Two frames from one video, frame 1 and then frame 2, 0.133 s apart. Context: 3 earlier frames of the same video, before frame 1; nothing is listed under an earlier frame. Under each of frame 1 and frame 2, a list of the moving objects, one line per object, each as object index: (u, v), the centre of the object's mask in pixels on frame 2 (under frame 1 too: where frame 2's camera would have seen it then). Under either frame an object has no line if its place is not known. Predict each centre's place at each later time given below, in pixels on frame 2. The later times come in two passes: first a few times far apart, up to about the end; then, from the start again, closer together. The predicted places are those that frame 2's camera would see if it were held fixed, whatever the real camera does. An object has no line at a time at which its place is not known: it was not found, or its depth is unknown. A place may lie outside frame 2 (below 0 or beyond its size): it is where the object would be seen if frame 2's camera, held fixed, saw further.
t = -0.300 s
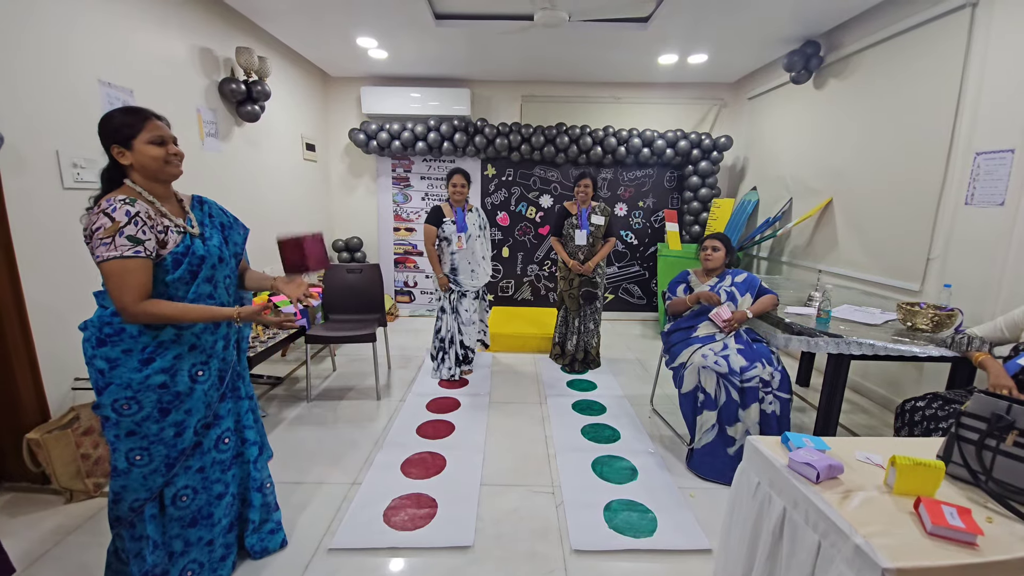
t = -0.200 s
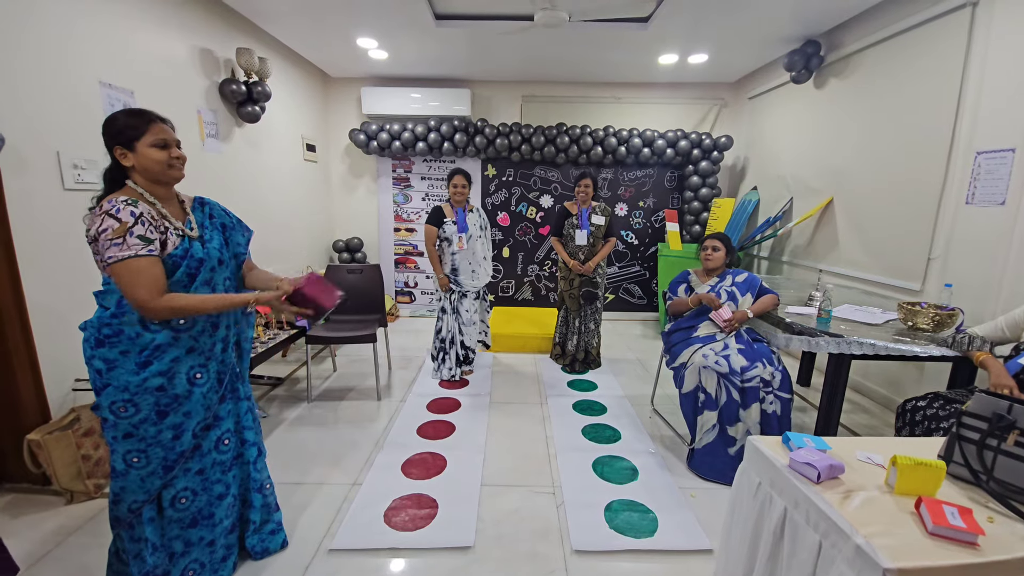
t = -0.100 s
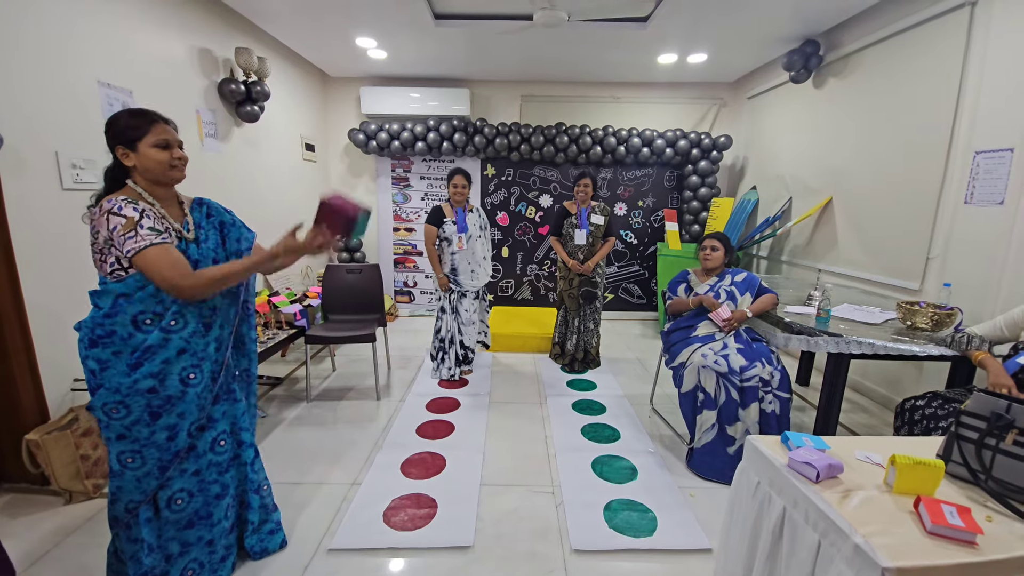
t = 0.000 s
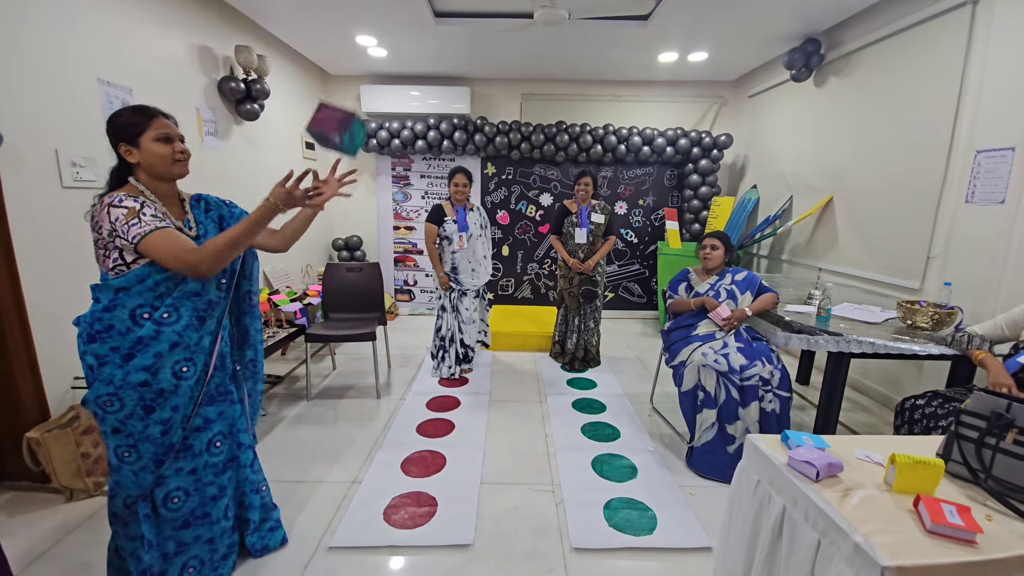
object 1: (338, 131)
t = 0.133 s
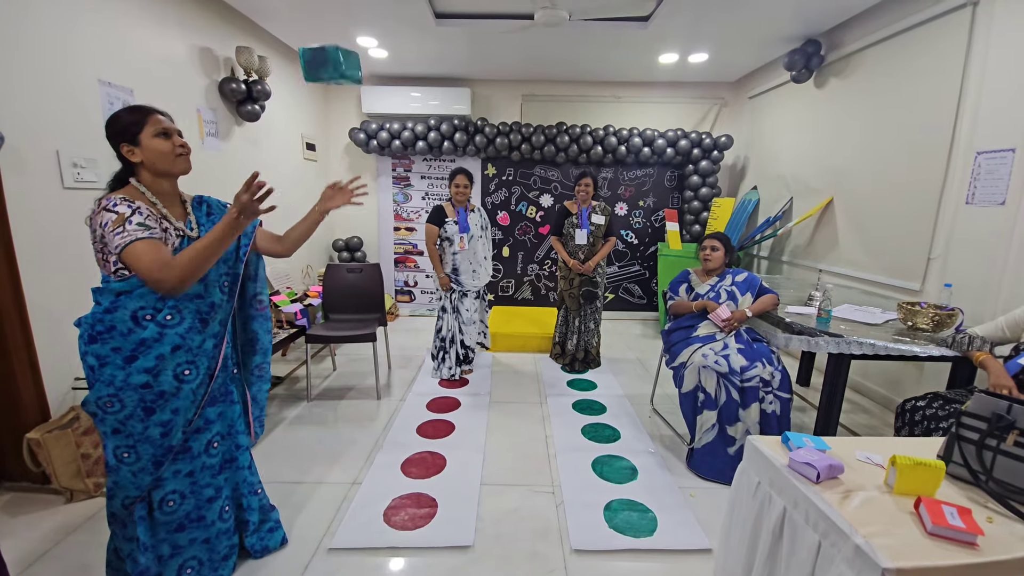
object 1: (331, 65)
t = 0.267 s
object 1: (328, 62)
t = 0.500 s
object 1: (336, 194)
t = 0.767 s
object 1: (348, 477)
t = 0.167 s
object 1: (330, 59)
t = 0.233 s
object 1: (329, 57)
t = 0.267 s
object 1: (328, 62)
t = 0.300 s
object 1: (329, 71)
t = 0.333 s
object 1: (329, 83)
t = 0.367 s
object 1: (330, 98)
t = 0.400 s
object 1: (331, 118)
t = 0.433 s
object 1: (332, 141)
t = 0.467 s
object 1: (334, 166)
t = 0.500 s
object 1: (336, 194)
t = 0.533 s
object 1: (337, 224)
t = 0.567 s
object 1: (339, 256)
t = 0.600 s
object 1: (341, 290)
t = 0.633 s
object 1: (342, 324)
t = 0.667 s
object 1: (343, 360)
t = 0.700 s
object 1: (345, 399)
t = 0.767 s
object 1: (348, 477)
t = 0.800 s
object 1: (350, 516)
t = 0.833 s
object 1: (342, 532)
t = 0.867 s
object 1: (326, 530)
